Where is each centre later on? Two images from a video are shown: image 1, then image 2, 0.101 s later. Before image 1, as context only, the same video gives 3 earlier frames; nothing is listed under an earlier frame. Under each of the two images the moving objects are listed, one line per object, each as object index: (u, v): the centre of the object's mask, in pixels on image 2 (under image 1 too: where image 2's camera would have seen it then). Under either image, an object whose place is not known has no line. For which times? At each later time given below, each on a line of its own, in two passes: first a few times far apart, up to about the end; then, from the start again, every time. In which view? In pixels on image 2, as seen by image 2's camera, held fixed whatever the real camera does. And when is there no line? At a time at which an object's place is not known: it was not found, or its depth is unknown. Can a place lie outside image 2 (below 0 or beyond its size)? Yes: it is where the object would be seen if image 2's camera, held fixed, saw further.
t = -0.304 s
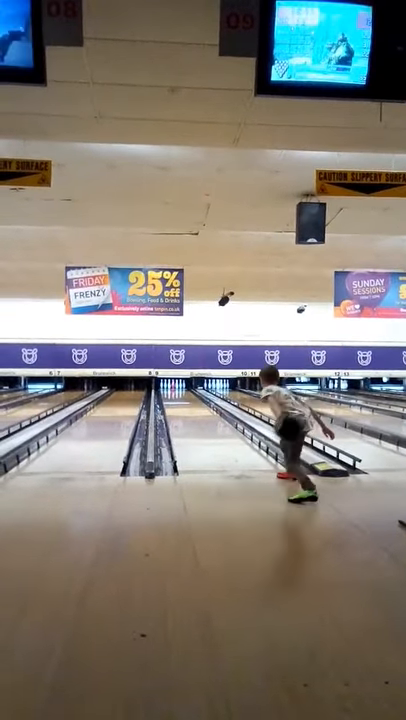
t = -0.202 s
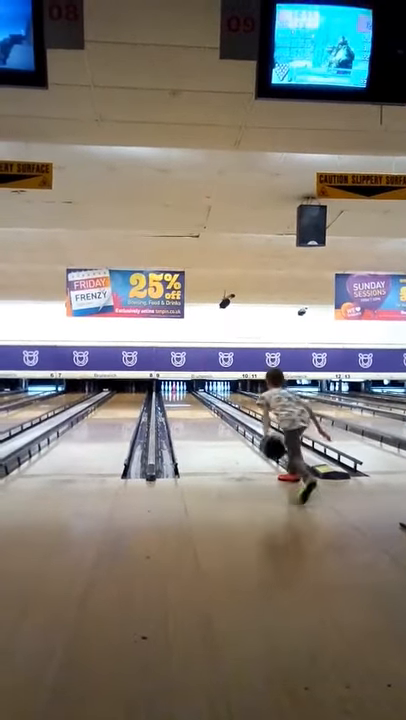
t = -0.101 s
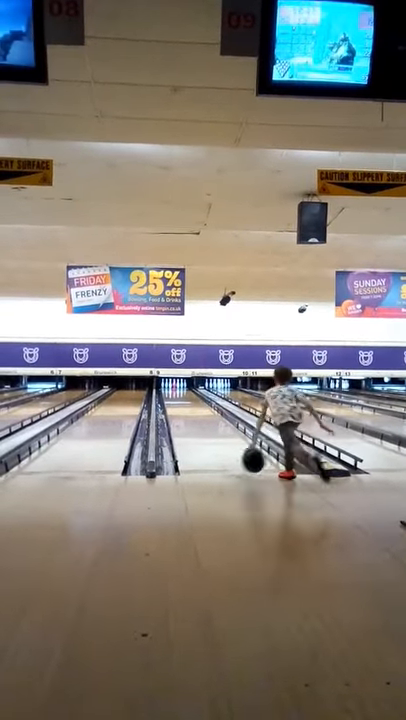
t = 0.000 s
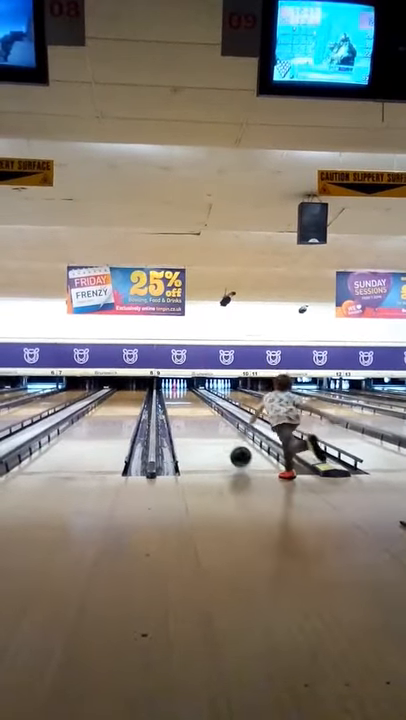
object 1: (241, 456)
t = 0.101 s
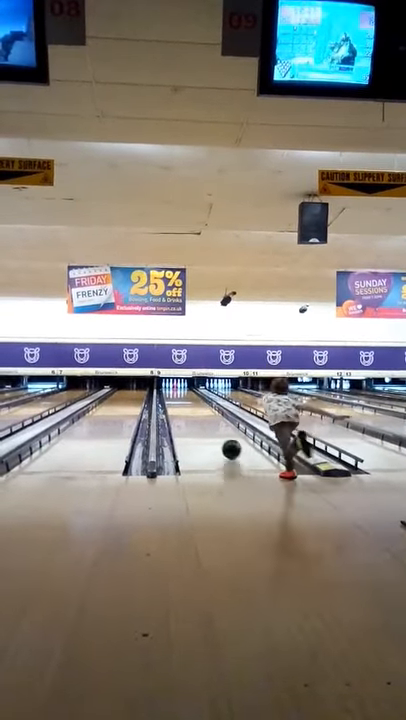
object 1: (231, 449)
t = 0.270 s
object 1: (219, 438)
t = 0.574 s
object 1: (204, 424)
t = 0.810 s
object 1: (197, 417)
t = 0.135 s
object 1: (228, 446)
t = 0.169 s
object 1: (226, 444)
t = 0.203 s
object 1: (223, 442)
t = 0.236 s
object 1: (221, 440)
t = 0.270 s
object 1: (219, 438)
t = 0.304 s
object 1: (217, 436)
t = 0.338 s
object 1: (215, 434)
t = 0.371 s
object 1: (213, 433)
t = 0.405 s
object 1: (211, 431)
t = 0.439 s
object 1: (210, 430)
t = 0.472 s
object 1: (208, 428)
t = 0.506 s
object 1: (207, 427)
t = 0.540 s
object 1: (205, 426)
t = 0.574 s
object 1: (204, 424)
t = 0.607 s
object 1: (203, 423)
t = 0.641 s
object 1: (202, 422)
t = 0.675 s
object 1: (201, 421)
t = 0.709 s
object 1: (200, 420)
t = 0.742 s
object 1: (198, 419)
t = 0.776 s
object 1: (197, 418)
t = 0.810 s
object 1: (197, 417)
